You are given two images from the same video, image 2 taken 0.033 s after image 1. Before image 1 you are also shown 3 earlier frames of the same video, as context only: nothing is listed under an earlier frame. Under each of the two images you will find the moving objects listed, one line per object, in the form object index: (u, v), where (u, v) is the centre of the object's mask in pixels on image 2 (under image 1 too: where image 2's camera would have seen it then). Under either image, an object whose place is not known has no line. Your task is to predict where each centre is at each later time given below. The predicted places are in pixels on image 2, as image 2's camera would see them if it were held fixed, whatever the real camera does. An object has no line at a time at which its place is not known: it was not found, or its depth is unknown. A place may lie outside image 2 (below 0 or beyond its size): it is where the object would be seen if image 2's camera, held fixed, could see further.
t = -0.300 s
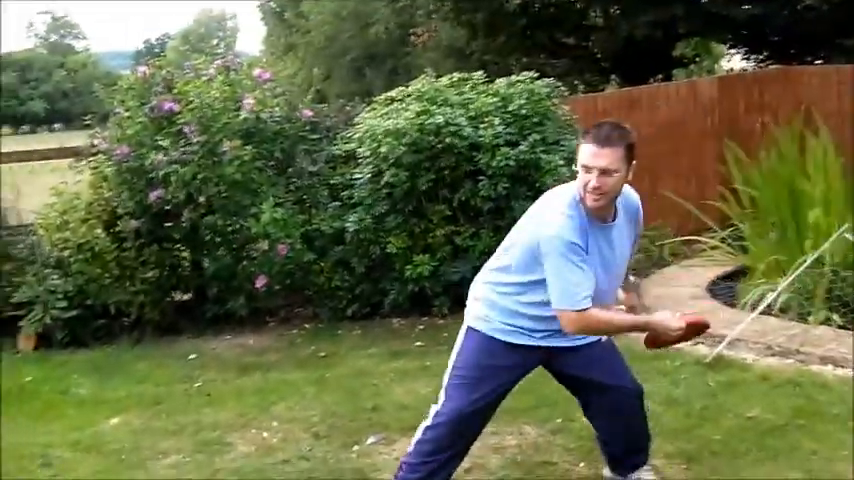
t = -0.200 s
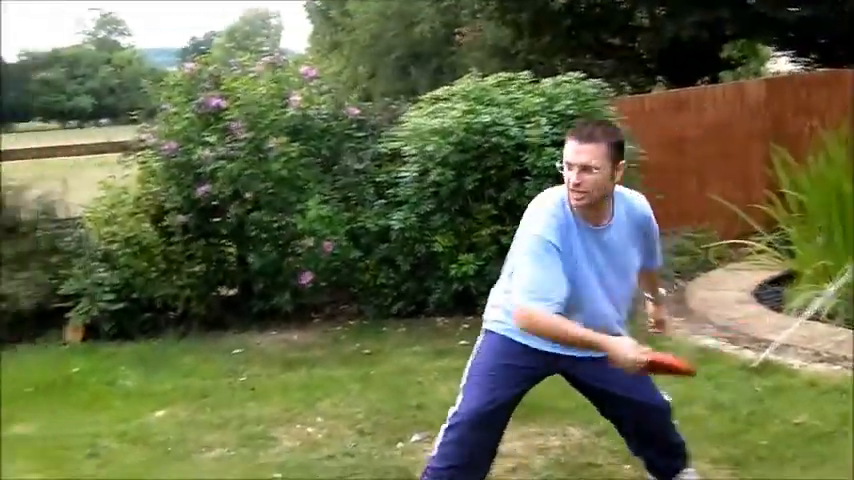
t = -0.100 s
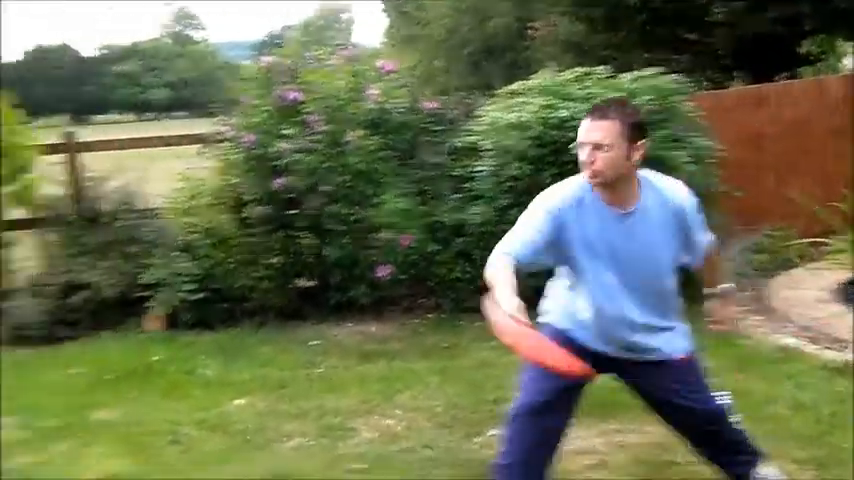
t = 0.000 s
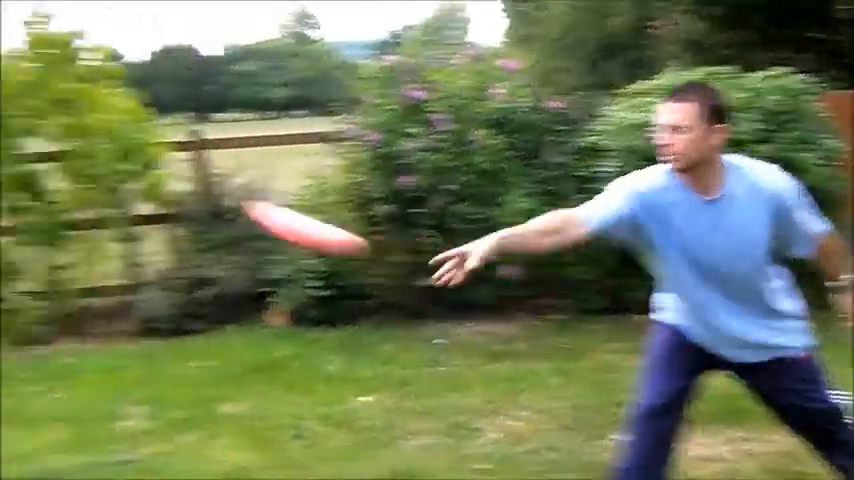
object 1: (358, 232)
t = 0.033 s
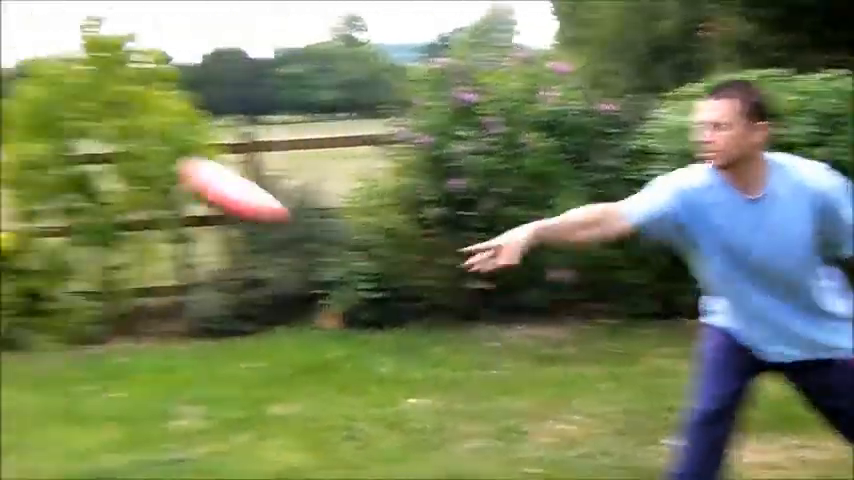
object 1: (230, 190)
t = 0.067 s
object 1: (115, 155)
